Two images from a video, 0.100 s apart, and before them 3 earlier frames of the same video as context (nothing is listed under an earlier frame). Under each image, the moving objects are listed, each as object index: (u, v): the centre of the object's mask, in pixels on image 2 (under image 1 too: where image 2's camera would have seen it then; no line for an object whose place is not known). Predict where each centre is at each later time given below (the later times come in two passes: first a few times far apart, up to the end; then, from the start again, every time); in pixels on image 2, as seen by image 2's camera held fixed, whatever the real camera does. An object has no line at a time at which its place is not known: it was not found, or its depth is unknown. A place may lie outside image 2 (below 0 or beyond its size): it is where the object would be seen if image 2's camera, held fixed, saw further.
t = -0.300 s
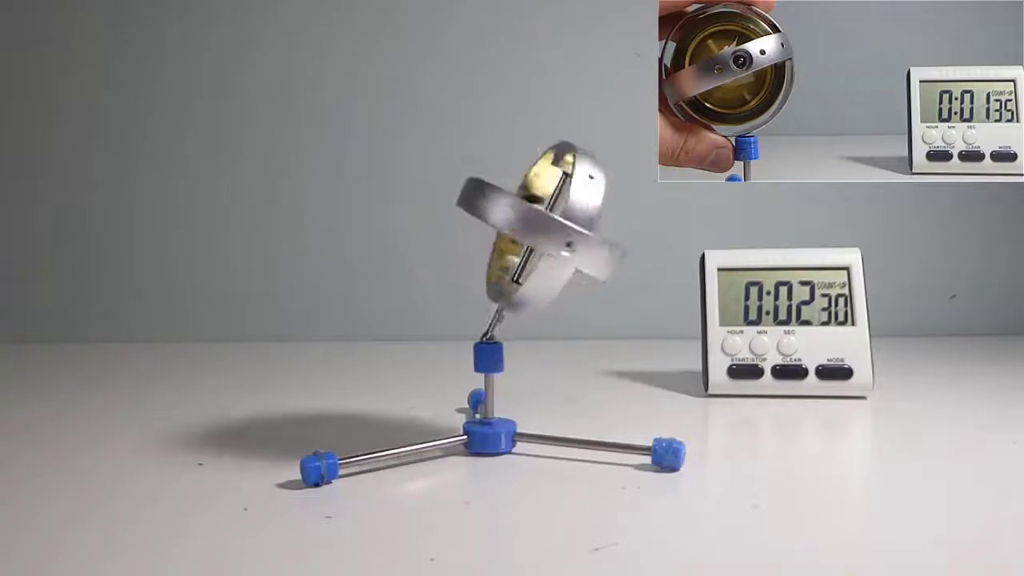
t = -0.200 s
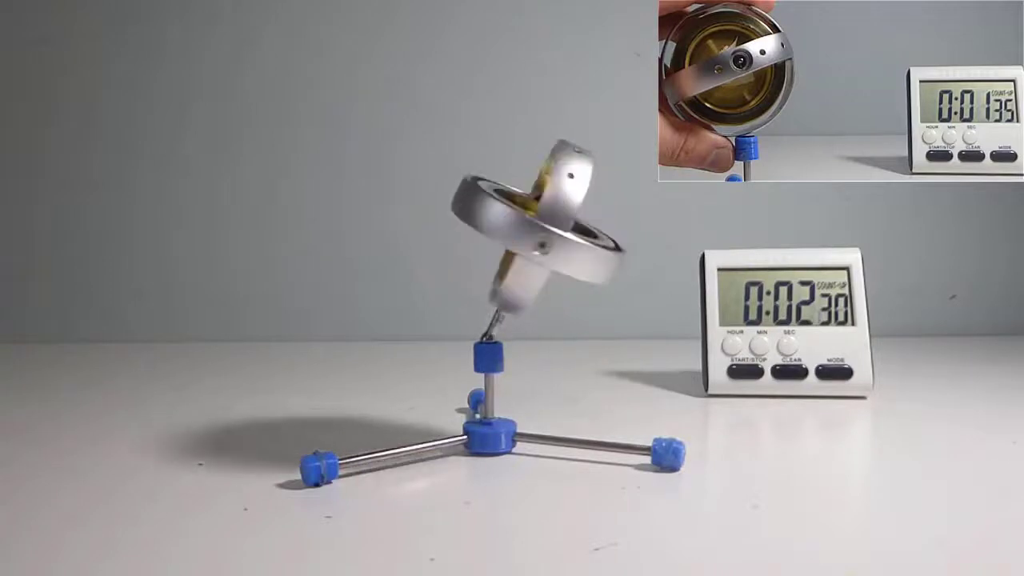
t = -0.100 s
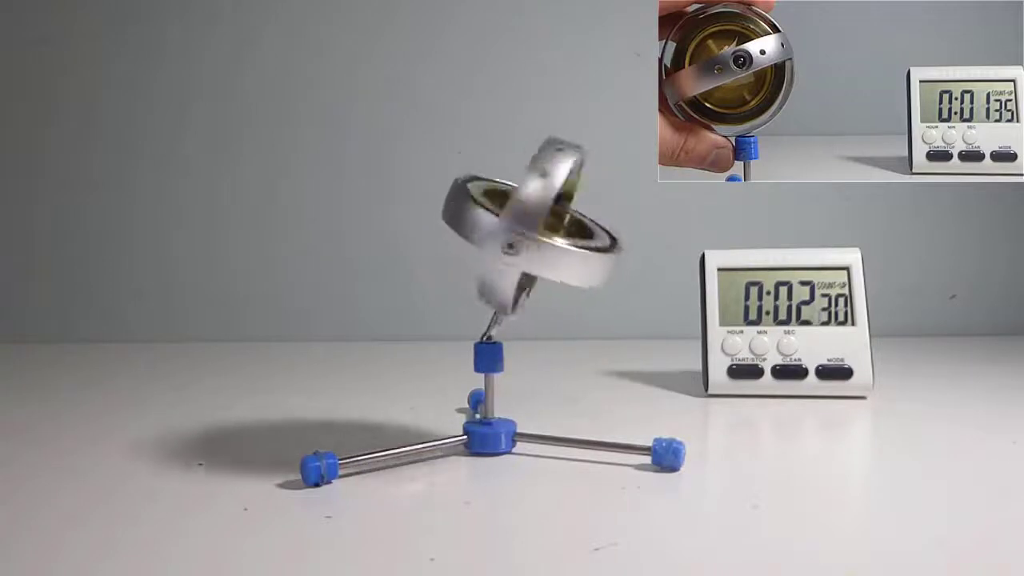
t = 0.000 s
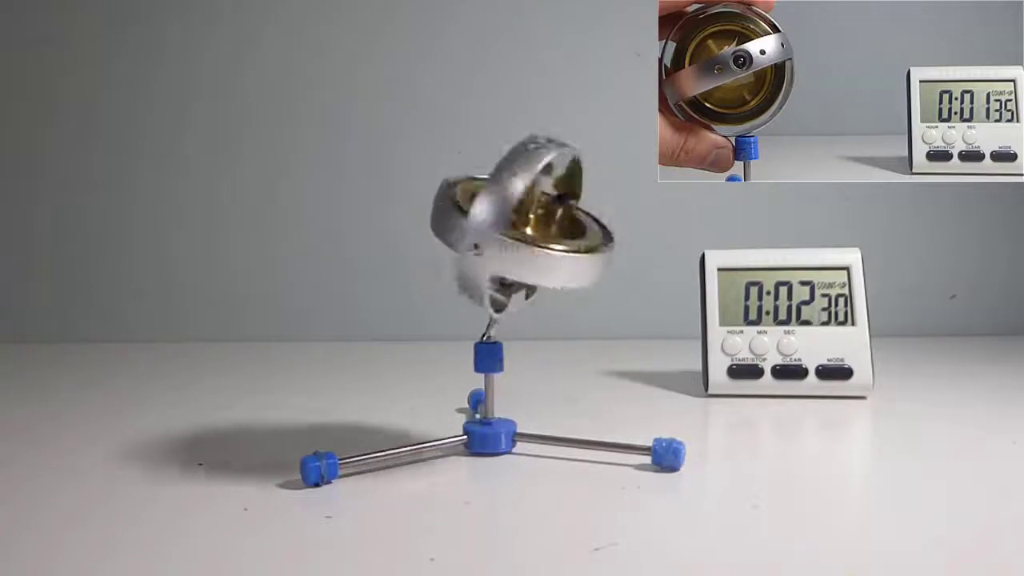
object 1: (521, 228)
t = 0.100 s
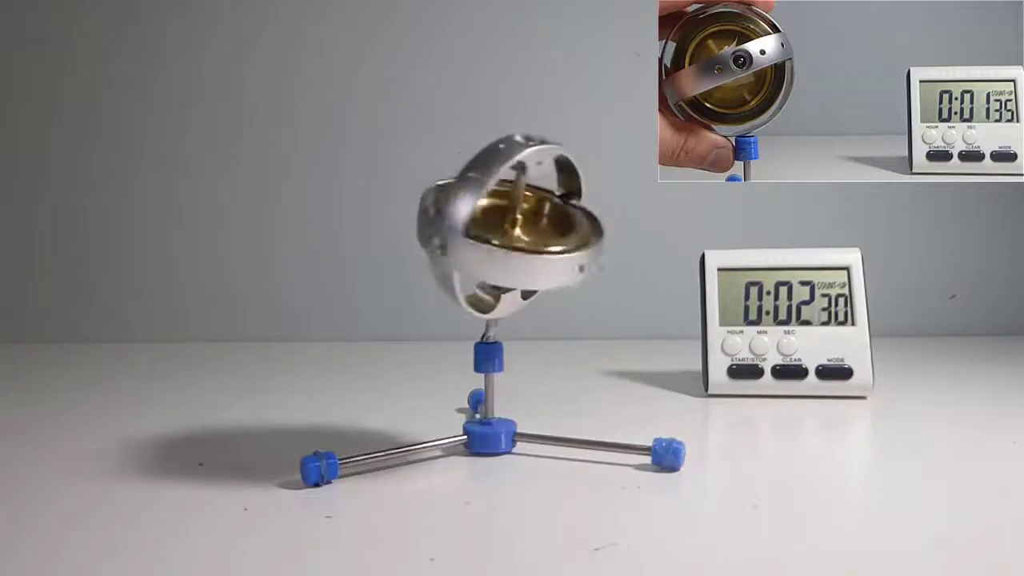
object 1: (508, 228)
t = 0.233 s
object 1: (489, 227)
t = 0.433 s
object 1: (462, 227)
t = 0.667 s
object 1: (439, 227)
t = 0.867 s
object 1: (434, 230)
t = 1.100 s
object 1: (438, 231)
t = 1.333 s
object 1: (461, 231)
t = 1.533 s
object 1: (486, 231)
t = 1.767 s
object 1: (514, 230)
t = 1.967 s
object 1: (533, 230)
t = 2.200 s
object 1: (541, 230)
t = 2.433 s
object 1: (527, 228)
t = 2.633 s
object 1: (504, 226)
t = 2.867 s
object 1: (471, 226)
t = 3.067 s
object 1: (448, 227)
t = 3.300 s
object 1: (436, 229)
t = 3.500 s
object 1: (434, 231)
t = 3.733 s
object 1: (450, 230)
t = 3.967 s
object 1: (478, 230)
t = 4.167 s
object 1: (504, 231)
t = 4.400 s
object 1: (528, 229)
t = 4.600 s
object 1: (540, 229)
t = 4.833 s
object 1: (533, 228)
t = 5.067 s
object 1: (510, 226)
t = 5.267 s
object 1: (482, 225)
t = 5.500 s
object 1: (453, 226)
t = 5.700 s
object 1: (439, 228)
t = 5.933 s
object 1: (434, 230)
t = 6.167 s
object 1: (448, 229)
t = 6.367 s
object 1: (471, 229)
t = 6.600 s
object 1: (500, 231)
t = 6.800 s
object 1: (522, 229)
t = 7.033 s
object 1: (538, 228)
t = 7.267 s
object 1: (533, 227)
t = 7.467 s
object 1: (515, 226)
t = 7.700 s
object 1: (485, 225)
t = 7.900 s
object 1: (460, 225)
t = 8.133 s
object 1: (441, 228)
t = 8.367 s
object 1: (434, 230)
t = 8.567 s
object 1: (444, 229)
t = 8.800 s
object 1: (470, 229)
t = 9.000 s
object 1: (494, 229)
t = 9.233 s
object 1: (521, 228)
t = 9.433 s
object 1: (535, 227)
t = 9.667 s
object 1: (533, 227)
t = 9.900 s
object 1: (514, 225)
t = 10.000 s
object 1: (502, 224)
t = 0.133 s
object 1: (504, 227)
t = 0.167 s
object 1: (499, 227)
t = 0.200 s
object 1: (495, 227)
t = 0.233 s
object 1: (489, 227)
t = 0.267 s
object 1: (484, 226)
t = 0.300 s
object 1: (479, 227)
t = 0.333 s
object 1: (475, 227)
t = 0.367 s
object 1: (470, 227)
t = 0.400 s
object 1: (466, 227)
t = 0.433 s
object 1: (462, 227)
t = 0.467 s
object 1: (458, 227)
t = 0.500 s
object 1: (454, 227)
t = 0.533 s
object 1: (451, 227)
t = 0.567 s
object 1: (446, 227)
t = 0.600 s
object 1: (443, 227)
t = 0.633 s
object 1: (440, 226)
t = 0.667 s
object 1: (439, 227)
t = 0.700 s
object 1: (437, 228)
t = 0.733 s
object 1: (436, 228)
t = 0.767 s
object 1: (435, 229)
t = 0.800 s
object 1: (435, 229)
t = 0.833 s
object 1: (433, 230)
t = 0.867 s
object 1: (434, 230)
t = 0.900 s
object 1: (434, 230)
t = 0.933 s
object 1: (433, 230)
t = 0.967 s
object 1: (434, 230)
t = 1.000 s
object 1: (434, 231)
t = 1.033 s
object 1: (435, 231)
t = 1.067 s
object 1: (436, 231)
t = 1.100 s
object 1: (438, 231)
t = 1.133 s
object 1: (441, 231)
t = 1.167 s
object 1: (443, 231)
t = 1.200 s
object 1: (446, 230)
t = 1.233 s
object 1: (449, 231)
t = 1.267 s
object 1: (452, 231)
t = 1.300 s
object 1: (456, 229)
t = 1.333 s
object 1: (461, 231)
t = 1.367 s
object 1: (465, 231)
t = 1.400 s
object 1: (469, 231)
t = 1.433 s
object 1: (473, 231)
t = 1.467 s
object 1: (477, 231)
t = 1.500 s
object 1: (482, 231)
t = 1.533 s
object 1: (486, 231)
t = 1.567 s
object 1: (490, 230)
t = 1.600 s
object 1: (495, 231)
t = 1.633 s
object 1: (498, 231)
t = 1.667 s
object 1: (502, 230)
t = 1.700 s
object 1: (506, 230)
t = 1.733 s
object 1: (510, 232)
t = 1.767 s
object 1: (514, 230)
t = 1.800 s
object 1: (518, 230)
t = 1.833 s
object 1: (521, 231)
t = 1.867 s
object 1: (525, 230)
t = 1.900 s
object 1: (527, 230)
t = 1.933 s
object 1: (530, 230)
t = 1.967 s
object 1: (533, 230)
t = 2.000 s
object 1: (536, 230)
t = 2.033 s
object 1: (538, 230)
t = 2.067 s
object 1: (539, 230)
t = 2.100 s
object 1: (541, 230)
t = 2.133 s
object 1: (542, 230)
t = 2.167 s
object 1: (542, 229)
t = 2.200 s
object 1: (541, 230)
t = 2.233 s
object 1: (541, 230)
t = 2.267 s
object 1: (539, 230)
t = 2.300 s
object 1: (537, 230)
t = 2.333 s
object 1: (534, 231)
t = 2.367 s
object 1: (532, 230)
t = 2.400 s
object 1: (530, 229)
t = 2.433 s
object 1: (527, 228)
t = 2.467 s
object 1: (524, 228)
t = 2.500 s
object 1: (520, 228)
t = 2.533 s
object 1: (517, 227)
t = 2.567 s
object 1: (513, 227)
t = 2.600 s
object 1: (508, 227)
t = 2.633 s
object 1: (504, 226)
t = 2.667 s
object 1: (499, 227)
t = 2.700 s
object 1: (495, 226)
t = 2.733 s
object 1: (490, 226)
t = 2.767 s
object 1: (485, 226)
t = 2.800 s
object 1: (480, 226)
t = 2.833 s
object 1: (476, 226)
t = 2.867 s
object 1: (471, 226)
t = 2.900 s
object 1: (467, 226)
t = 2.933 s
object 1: (463, 226)
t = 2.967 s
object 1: (459, 226)
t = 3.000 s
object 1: (456, 227)
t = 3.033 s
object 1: (452, 227)
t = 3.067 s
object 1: (448, 227)
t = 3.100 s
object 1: (444, 227)
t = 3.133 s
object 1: (442, 227)
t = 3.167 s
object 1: (440, 227)
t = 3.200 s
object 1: (439, 228)
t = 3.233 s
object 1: (437, 228)
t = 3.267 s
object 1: (436, 229)
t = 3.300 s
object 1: (436, 229)
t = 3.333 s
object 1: (435, 230)
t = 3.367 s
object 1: (433, 230)
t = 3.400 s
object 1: (434, 230)
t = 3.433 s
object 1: (434, 230)
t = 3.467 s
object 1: (434, 230)
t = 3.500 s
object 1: (434, 231)
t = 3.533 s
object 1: (435, 230)
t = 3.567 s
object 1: (437, 230)
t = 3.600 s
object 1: (439, 230)
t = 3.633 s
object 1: (442, 230)
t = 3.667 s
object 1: (444, 230)
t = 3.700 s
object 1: (447, 231)
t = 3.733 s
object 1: (450, 230)
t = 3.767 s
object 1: (455, 230)
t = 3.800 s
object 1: (458, 230)
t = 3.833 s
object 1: (462, 230)
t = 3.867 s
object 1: (466, 230)
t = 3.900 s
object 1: (470, 230)
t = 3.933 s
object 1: (474, 230)
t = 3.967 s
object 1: (478, 230)
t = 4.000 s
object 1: (482, 230)
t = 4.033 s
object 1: (487, 231)
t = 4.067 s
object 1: (491, 231)
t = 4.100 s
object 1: (495, 230)
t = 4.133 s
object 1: (499, 230)
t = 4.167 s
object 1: (504, 231)
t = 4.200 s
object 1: (507, 230)
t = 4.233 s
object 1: (511, 229)
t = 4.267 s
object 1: (515, 229)
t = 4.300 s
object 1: (519, 230)
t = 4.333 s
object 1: (522, 229)
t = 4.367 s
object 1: (525, 229)
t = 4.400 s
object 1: (528, 229)
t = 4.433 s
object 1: (531, 229)
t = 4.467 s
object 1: (533, 229)
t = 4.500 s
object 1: (536, 229)
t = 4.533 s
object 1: (538, 229)
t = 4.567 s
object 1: (538, 229)
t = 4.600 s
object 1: (540, 229)
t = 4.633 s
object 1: (540, 229)
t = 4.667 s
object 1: (539, 229)
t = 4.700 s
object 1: (538, 229)
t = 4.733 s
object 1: (538, 230)
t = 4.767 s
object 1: (535, 230)
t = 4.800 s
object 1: (534, 229)
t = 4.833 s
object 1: (533, 228)
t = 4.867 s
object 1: (530, 227)
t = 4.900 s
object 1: (528, 227)
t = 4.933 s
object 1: (525, 227)
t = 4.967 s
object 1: (521, 227)
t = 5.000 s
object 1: (517, 227)
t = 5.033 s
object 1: (513, 226)
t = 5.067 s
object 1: (510, 226)
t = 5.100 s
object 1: (506, 226)
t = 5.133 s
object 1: (501, 226)
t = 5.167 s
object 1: (497, 226)
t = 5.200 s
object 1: (492, 225)
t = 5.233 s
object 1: (487, 225)
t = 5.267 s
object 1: (482, 225)
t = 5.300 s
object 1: (478, 226)
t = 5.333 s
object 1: (473, 226)
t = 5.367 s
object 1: (469, 226)
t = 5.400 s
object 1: (465, 226)
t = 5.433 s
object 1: (461, 226)
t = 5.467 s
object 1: (457, 226)
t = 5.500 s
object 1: (453, 226)
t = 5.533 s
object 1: (450, 226)
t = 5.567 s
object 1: (447, 226)
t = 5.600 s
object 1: (444, 226)
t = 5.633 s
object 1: (442, 227)
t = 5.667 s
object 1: (439, 227)
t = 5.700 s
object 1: (439, 228)
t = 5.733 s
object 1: (437, 229)
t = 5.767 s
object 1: (436, 229)
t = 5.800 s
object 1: (435, 230)
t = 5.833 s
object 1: (435, 230)
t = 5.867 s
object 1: (435, 229)
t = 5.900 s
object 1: (434, 230)
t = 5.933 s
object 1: (434, 230)
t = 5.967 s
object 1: (434, 230)
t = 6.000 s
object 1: (436, 230)
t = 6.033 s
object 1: (438, 229)
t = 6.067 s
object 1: (440, 229)
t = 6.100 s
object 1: (442, 229)
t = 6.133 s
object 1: (445, 230)
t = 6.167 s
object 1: (448, 229)
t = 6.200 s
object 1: (451, 229)
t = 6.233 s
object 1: (455, 229)
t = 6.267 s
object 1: (459, 229)
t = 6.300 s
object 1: (463, 229)
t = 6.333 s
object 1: (467, 229)
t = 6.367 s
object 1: (471, 229)
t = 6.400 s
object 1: (475, 229)
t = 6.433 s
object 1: (479, 229)
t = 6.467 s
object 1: (483, 230)
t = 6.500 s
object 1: (487, 229)
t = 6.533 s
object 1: (491, 229)
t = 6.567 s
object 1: (495, 229)
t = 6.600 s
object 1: (500, 231)
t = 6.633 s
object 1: (504, 229)
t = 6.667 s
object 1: (508, 229)
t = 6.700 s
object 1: (511, 229)
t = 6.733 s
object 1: (516, 229)
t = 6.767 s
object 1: (519, 229)
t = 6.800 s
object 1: (522, 229)
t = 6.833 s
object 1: (526, 229)
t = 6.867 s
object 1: (528, 229)
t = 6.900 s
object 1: (531, 229)
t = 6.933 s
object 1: (533, 228)
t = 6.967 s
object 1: (534, 229)
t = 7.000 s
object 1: (536, 228)
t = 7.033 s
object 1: (538, 228)
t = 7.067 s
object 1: (538, 228)
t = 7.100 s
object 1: (539, 228)
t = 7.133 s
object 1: (539, 228)
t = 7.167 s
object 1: (537, 229)
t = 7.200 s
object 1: (535, 229)
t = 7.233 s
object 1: (535, 228)
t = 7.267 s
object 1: (533, 227)
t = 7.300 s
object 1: (530, 227)
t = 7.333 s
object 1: (528, 226)
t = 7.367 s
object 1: (525, 226)
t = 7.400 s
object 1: (522, 226)
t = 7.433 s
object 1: (519, 226)
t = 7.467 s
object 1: (515, 226)
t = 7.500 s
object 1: (512, 225)
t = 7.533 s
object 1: (508, 225)
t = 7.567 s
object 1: (503, 225)
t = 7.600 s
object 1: (499, 225)
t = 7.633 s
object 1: (495, 225)
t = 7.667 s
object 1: (490, 225)
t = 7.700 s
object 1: (485, 225)
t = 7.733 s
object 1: (481, 225)
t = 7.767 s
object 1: (477, 225)
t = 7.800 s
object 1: (473, 225)
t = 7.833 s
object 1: (468, 225)
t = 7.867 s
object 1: (464, 225)
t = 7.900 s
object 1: (460, 225)
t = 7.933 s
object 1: (456, 224)
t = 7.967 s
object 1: (452, 225)
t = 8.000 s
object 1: (449, 225)
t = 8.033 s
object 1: (446, 226)
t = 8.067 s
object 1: (444, 226)
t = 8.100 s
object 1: (442, 227)
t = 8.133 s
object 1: (441, 228)
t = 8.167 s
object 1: (439, 228)
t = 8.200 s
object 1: (438, 229)
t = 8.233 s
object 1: (437, 230)
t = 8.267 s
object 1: (436, 230)
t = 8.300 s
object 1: (435, 231)
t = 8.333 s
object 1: (435, 231)
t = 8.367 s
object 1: (434, 230)
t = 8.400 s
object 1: (435, 230)
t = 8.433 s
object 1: (436, 229)
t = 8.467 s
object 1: (438, 229)
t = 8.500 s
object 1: (440, 229)
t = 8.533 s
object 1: (442, 230)
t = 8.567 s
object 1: (444, 229)
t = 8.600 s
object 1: (448, 229)
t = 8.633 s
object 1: (452, 229)
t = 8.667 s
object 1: (455, 229)
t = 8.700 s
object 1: (459, 228)
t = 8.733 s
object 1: (463, 228)
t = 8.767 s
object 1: (466, 229)
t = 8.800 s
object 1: (470, 229)
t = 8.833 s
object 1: (474, 229)
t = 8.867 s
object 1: (478, 229)
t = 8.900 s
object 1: (482, 228)
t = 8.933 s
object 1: (486, 229)
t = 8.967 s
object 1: (491, 230)
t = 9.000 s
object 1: (494, 229)
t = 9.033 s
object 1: (498, 228)
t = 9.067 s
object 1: (503, 229)
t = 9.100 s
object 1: (507, 229)
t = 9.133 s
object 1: (511, 229)
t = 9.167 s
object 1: (514, 229)
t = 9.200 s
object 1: (518, 229)
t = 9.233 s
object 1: (521, 228)
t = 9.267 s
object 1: (524, 228)
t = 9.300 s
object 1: (527, 228)
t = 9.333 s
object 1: (529, 228)
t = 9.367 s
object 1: (531, 228)
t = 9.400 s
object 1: (533, 227)
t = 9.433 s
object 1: (535, 227)
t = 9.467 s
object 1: (536, 227)
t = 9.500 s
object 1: (537, 227)
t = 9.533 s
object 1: (537, 227)
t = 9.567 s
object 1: (535, 227)
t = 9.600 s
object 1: (534, 228)
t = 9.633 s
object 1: (533, 227)
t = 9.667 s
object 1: (533, 227)
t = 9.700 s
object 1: (530, 226)
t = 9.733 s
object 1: (529, 226)
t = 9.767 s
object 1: (527, 225)
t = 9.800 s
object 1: (524, 225)
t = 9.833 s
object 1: (521, 225)
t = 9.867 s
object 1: (518, 225)
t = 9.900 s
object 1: (514, 225)
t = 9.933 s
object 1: (510, 225)
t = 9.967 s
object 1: (506, 224)
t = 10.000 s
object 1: (502, 224)
